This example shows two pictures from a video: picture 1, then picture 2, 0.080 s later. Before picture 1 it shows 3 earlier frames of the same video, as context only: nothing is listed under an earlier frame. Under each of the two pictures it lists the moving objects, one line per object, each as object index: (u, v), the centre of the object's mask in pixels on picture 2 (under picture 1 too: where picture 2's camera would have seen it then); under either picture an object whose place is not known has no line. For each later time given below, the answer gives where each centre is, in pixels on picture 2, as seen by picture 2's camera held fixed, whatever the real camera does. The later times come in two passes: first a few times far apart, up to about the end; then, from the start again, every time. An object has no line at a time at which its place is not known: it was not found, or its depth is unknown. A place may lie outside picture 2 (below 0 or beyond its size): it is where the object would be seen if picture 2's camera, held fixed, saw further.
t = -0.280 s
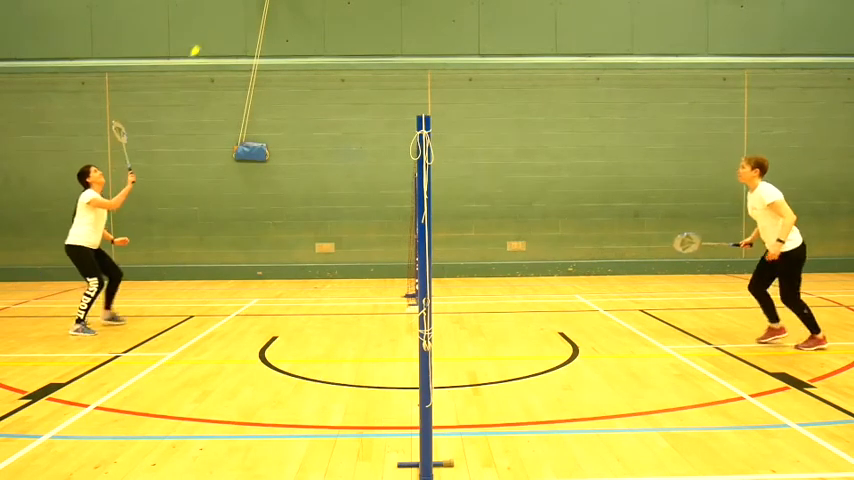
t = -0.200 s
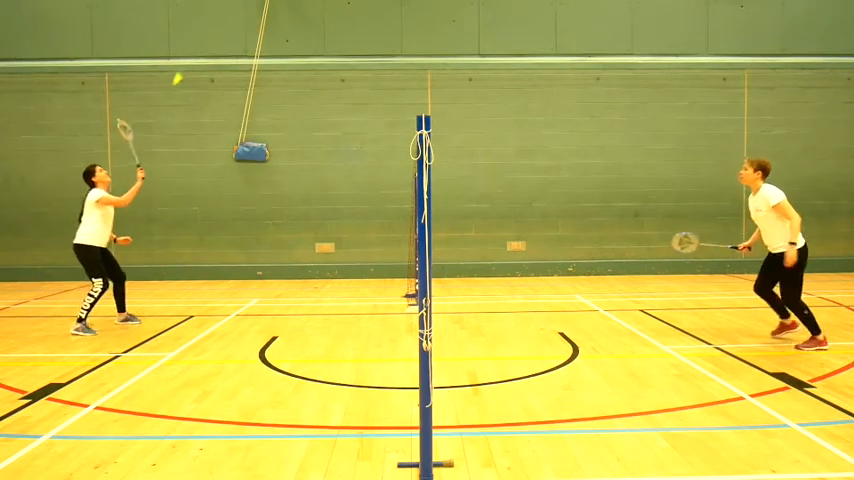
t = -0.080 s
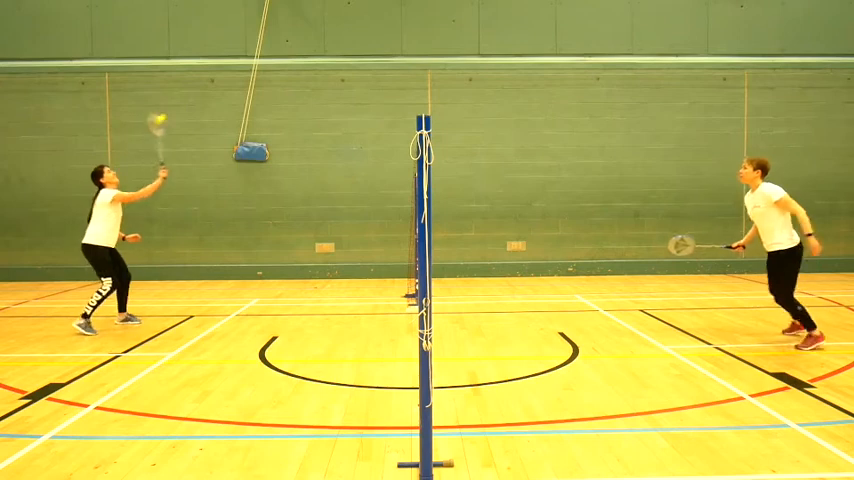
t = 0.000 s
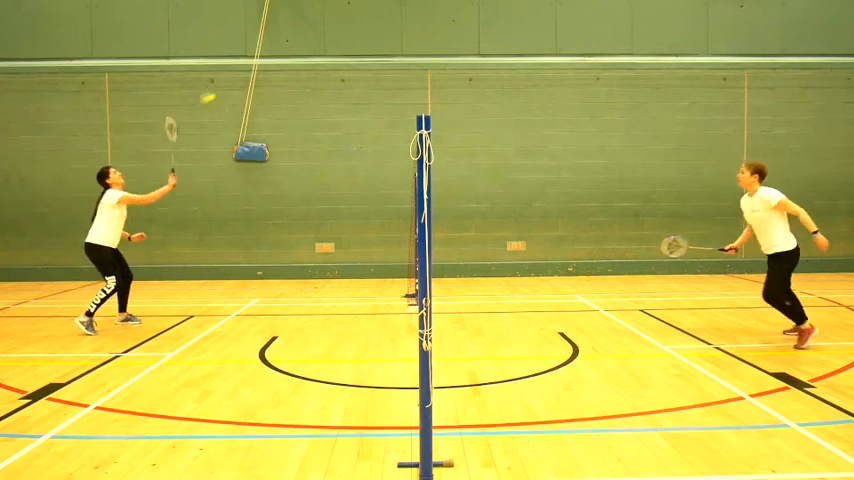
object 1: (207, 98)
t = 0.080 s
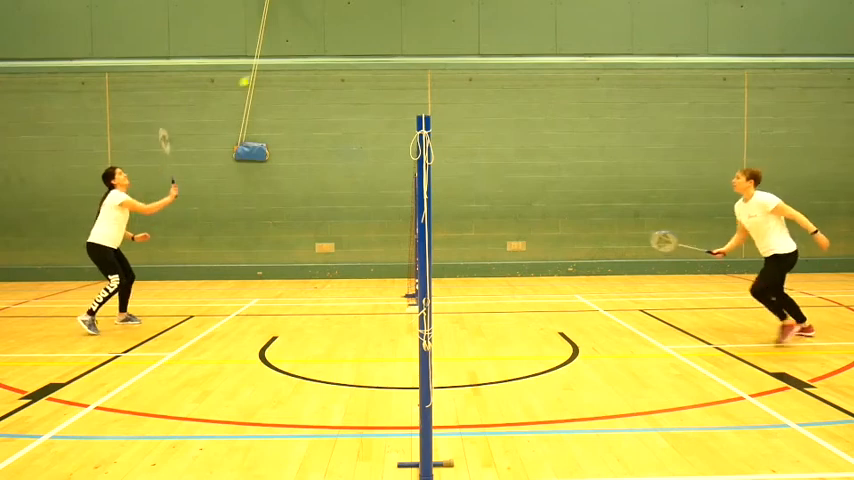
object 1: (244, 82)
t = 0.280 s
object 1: (335, 71)
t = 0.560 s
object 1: (450, 132)
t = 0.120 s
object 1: (262, 74)
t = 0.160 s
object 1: (280, 69)
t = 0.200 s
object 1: (299, 68)
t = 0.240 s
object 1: (317, 68)
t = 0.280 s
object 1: (335, 71)
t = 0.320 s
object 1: (352, 76)
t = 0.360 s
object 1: (369, 81)
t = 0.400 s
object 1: (386, 88)
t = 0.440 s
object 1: (403, 96)
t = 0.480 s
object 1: (419, 106)
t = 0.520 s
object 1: (436, 119)
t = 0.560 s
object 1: (450, 132)
